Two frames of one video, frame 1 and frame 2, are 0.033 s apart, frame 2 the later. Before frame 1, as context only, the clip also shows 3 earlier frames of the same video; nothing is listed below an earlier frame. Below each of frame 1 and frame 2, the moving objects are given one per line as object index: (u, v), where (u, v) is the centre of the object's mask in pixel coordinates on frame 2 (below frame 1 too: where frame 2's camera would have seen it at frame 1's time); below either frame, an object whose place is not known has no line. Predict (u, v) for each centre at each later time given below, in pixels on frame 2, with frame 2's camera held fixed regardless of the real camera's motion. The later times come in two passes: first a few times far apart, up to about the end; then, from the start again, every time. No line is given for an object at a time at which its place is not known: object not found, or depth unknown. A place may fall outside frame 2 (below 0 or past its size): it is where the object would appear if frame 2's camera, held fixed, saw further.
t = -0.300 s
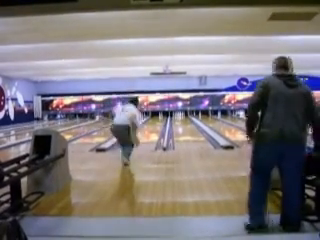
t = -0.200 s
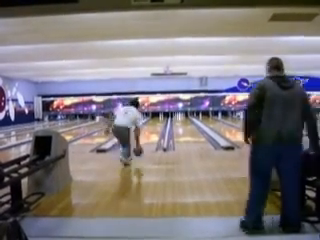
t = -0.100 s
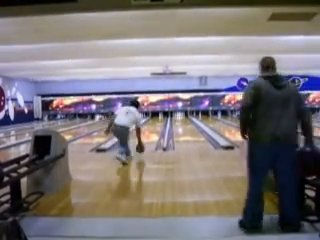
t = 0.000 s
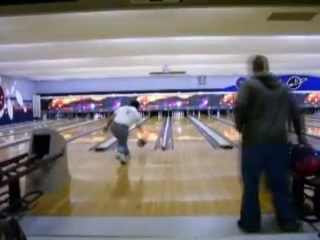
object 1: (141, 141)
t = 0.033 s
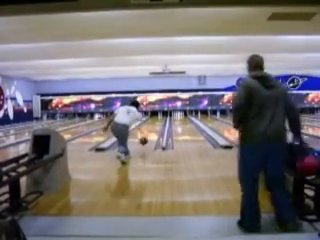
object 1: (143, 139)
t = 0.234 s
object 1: (146, 138)
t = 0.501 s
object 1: (150, 132)
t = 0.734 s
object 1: (152, 129)
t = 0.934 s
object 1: (154, 126)
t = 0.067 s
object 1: (143, 139)
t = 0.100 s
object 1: (144, 139)
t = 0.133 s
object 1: (144, 139)
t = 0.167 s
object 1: (145, 139)
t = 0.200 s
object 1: (146, 139)
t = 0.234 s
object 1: (146, 138)
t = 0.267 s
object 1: (147, 137)
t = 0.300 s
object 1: (147, 137)
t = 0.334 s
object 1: (148, 134)
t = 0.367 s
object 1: (148, 134)
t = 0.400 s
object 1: (149, 133)
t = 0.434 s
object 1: (149, 133)
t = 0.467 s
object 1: (149, 132)
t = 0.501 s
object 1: (150, 132)
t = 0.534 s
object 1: (150, 131)
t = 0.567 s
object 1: (151, 131)
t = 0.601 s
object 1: (151, 130)
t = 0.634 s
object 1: (151, 130)
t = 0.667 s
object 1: (152, 129)
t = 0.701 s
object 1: (152, 129)
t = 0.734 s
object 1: (152, 129)
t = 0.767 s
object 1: (152, 128)
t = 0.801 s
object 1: (153, 128)
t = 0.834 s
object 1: (153, 128)
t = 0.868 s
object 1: (153, 128)
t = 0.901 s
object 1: (153, 127)
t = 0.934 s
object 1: (154, 126)
